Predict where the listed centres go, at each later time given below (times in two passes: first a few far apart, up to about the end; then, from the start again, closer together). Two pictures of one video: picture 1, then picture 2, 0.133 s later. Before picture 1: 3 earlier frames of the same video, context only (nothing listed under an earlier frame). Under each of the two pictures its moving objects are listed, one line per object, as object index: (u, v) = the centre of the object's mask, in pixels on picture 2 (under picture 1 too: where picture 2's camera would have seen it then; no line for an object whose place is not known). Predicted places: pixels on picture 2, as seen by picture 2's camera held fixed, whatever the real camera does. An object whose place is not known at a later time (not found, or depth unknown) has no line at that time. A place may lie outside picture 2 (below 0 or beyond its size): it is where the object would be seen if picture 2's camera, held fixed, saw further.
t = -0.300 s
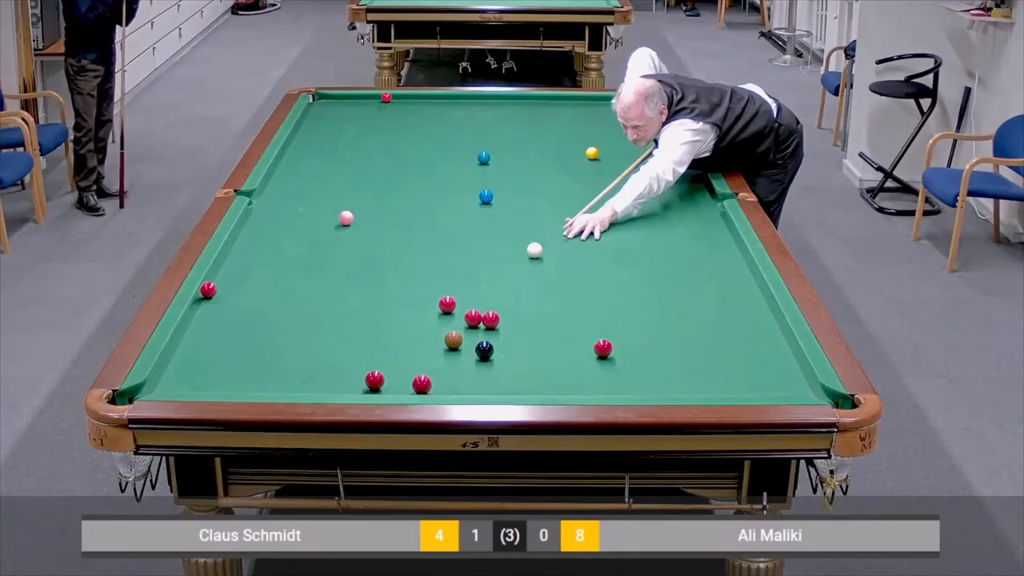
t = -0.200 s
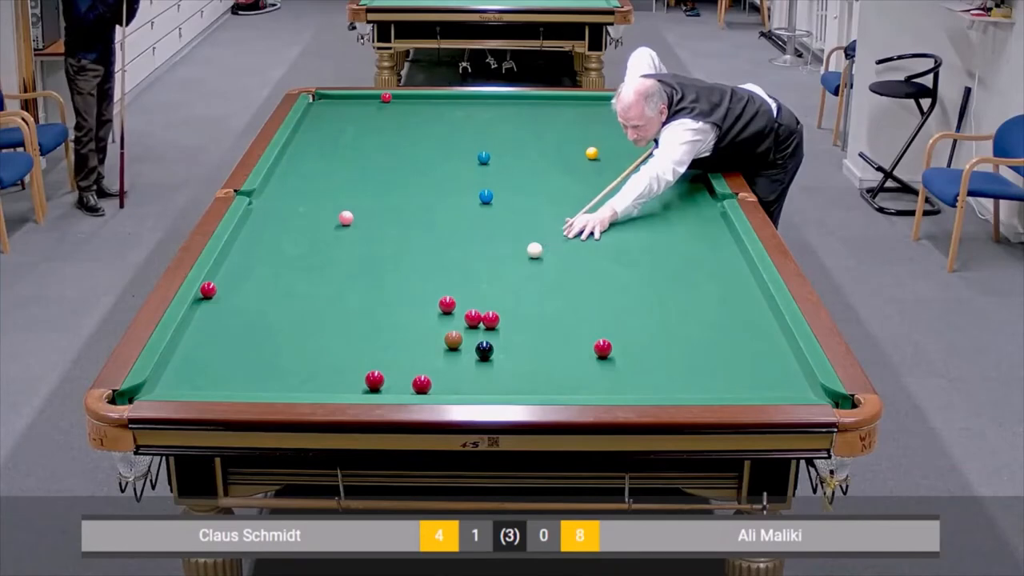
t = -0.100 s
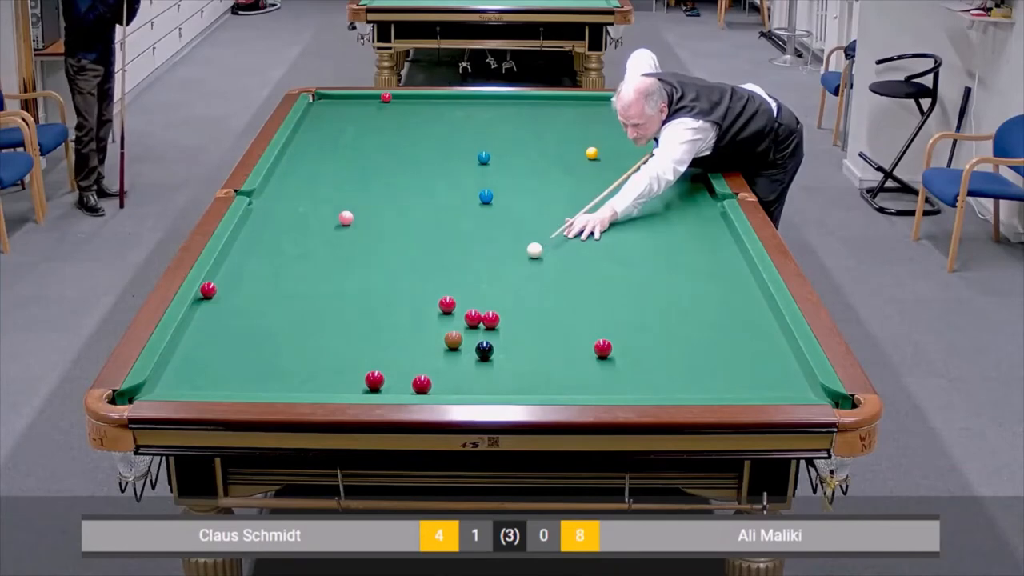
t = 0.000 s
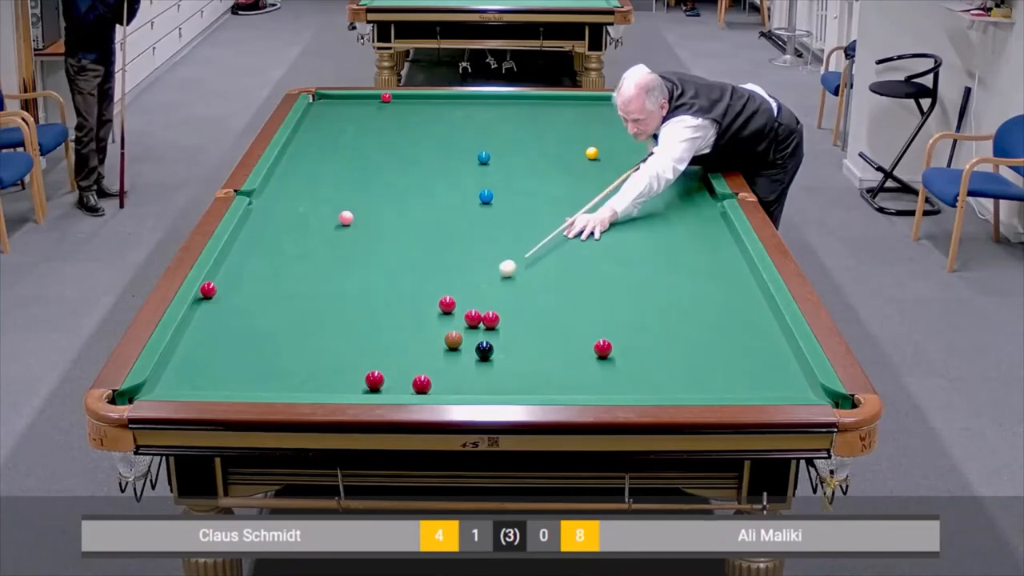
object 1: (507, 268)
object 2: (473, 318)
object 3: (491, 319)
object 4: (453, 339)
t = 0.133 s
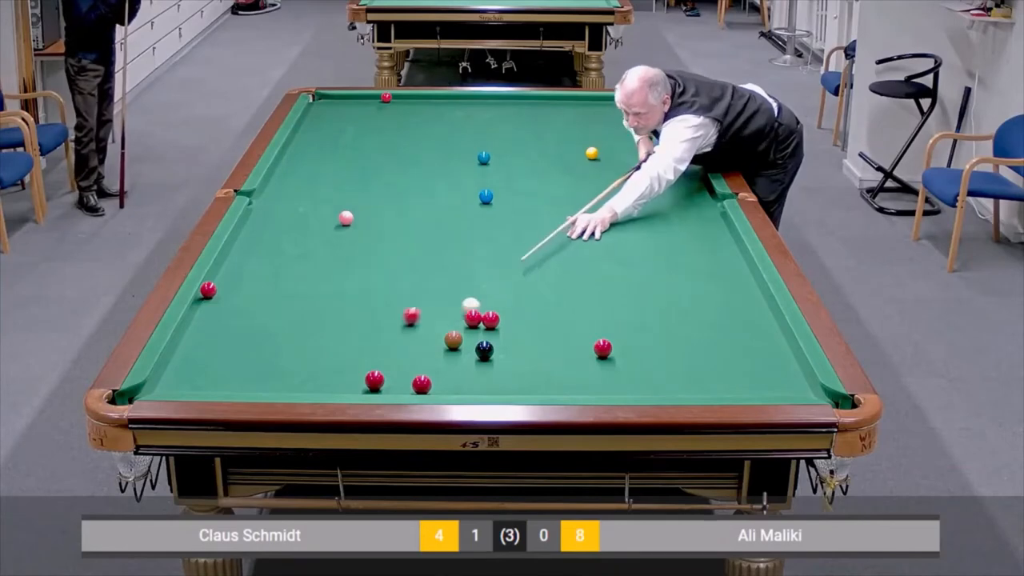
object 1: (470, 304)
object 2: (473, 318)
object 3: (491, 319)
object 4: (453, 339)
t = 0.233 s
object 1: (494, 309)
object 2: (468, 322)
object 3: (492, 321)
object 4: (453, 339)
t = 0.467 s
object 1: (539, 315)
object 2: (457, 331)
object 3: (497, 331)
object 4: (451, 342)
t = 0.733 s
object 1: (586, 318)
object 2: (448, 336)
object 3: (503, 342)
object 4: (445, 353)
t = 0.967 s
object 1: (626, 321)
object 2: (442, 338)
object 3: (507, 351)
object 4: (439, 361)
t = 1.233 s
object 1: (670, 324)
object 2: (438, 341)
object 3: (512, 361)
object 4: (432, 368)
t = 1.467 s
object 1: (706, 327)
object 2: (436, 342)
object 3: (515, 368)
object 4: (425, 369)
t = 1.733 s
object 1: (746, 329)
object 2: (435, 343)
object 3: (527, 376)
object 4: (419, 368)
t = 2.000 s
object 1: (783, 332)
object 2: (435, 343)
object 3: (553, 384)
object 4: (414, 368)
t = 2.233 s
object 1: (765, 332)
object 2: (435, 343)
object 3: (573, 389)
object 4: (413, 368)
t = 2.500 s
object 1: (747, 333)
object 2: (435, 343)
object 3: (593, 390)
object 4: (413, 368)
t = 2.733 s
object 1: (734, 333)
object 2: (435, 343)
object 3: (605, 389)
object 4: (413, 368)
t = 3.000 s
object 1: (721, 333)
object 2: (435, 343)
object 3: (617, 387)
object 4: (413, 368)
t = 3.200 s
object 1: (713, 334)
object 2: (435, 343)
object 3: (624, 386)
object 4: (413, 368)
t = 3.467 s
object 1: (704, 334)
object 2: (435, 343)
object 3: (631, 385)
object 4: (413, 368)
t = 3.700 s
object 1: (698, 335)
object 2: (435, 343)
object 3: (636, 385)
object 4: (413, 368)
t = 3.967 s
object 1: (693, 335)
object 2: (435, 343)
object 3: (638, 384)
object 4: (413, 368)
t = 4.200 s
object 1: (691, 335)
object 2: (435, 343)
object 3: (639, 384)
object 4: (413, 368)
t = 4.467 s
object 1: (690, 335)
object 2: (435, 343)
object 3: (639, 384)
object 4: (413, 368)
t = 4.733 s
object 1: (690, 335)
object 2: (435, 343)
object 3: (639, 384)
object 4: (413, 368)
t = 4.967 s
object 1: (690, 335)
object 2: (435, 343)
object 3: (639, 384)
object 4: (413, 368)
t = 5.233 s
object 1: (690, 335)
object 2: (435, 343)
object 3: (639, 384)
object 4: (413, 368)
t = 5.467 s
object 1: (691, 335)
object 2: (435, 343)
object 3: (639, 384)
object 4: (413, 368)
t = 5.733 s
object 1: (691, 335)
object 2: (435, 343)
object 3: (639, 384)
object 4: (413, 367)
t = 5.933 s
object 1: (691, 335)
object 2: (435, 343)
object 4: (413, 367)
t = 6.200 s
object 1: (691, 335)
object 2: (436, 343)
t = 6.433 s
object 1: (691, 335)
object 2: (435, 343)
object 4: (413, 367)
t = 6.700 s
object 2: (435, 343)
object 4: (413, 367)
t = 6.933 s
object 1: (691, 335)
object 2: (435, 343)
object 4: (413, 367)
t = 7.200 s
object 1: (691, 335)
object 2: (435, 343)
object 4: (413, 367)
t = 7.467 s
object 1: (691, 335)
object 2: (435, 343)
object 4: (413, 368)
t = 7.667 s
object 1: (691, 335)
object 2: (435, 342)
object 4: (413, 368)
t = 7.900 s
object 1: (691, 335)
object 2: (435, 342)
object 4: (413, 368)
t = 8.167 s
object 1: (691, 335)
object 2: (435, 342)
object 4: (413, 368)
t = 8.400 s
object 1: (691, 335)
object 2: (435, 342)
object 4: (413, 368)
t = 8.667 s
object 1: (690, 335)
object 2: (435, 342)
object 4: (413, 368)
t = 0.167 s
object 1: (478, 307)
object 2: (473, 318)
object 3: (491, 319)
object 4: (453, 339)
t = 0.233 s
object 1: (494, 309)
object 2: (468, 322)
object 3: (492, 321)
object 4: (453, 339)
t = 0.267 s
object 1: (501, 311)
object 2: (466, 325)
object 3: (492, 323)
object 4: (453, 340)
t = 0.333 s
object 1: (514, 313)
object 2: (462, 328)
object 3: (494, 326)
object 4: (453, 339)
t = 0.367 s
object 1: (520, 313)
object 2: (461, 329)
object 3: (495, 327)
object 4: (453, 339)
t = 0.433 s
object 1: (532, 314)
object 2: (458, 330)
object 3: (496, 330)
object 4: (452, 341)
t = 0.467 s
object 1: (539, 315)
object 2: (457, 331)
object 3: (497, 331)
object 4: (451, 342)
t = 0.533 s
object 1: (551, 315)
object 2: (454, 332)
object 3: (498, 334)
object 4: (450, 345)
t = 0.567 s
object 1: (556, 316)
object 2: (453, 332)
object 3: (499, 336)
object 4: (449, 346)
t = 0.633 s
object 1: (568, 316)
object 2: (451, 334)
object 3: (501, 338)
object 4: (447, 349)
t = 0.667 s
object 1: (574, 317)
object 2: (450, 334)
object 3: (501, 339)
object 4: (446, 350)
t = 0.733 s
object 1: (586, 318)
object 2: (448, 336)
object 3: (503, 342)
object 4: (445, 353)
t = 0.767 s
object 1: (592, 318)
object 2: (447, 336)
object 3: (503, 343)
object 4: (444, 354)
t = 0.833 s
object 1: (603, 319)
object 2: (446, 337)
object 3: (505, 346)
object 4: (442, 356)
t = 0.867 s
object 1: (609, 319)
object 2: (445, 338)
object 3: (505, 347)
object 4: (442, 358)
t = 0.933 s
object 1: (620, 320)
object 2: (443, 338)
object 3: (507, 350)
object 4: (440, 360)
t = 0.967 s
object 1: (626, 321)
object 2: (442, 338)
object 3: (507, 351)
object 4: (439, 361)
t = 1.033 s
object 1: (637, 321)
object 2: (441, 339)
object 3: (508, 354)
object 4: (438, 364)
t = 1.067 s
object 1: (643, 322)
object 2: (441, 340)
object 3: (509, 355)
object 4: (437, 365)
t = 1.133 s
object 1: (654, 323)
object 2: (439, 340)
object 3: (510, 357)
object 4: (436, 367)
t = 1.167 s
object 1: (659, 323)
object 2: (439, 340)
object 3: (511, 358)
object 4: (436, 367)
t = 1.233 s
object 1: (670, 324)
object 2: (438, 341)
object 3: (512, 361)
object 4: (432, 368)
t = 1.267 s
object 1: (675, 324)
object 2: (438, 341)
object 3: (512, 362)
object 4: (431, 369)
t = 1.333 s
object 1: (686, 325)
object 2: (437, 341)
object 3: (513, 364)
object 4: (430, 370)
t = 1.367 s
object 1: (691, 325)
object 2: (437, 342)
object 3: (514, 365)
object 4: (429, 370)
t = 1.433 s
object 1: (701, 326)
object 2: (436, 342)
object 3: (515, 368)
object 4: (427, 369)
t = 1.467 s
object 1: (706, 327)
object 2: (436, 342)
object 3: (515, 368)
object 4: (425, 369)
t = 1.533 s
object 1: (716, 327)
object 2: (436, 342)
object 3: (516, 371)
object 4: (423, 369)
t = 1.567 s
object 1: (721, 328)
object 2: (435, 342)
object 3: (517, 372)
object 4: (423, 369)
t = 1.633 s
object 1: (731, 328)
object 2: (435, 343)
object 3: (518, 373)
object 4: (421, 369)
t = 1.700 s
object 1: (741, 329)
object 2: (435, 343)
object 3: (524, 376)
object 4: (419, 368)
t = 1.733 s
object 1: (746, 329)
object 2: (435, 343)
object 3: (527, 376)
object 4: (419, 368)
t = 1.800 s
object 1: (756, 330)
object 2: (435, 343)
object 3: (534, 379)
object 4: (417, 368)
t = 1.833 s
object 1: (760, 330)
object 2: (435, 343)
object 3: (537, 380)
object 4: (416, 368)
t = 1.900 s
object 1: (770, 331)
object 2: (435, 343)
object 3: (543, 382)
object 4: (415, 368)
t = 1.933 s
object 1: (774, 332)
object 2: (435, 343)
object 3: (547, 382)
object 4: (415, 368)
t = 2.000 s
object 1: (783, 332)
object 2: (435, 343)
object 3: (553, 384)
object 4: (414, 368)
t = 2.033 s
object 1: (780, 332)
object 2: (435, 343)
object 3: (556, 385)
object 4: (414, 368)
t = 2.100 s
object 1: (774, 332)
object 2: (435, 343)
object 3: (562, 386)
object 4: (413, 368)
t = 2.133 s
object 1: (772, 332)
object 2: (435, 343)
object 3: (565, 387)
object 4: (413, 368)
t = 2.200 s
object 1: (767, 332)
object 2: (435, 343)
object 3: (570, 388)
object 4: (413, 368)
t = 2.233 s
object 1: (765, 332)
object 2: (435, 343)
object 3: (573, 389)
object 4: (413, 368)
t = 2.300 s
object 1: (760, 332)
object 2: (435, 343)
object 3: (579, 390)
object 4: (413, 368)
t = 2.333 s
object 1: (758, 332)
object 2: (435, 343)
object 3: (582, 390)
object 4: (413, 368)
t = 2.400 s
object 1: (754, 333)
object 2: (435, 343)
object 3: (587, 391)
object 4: (413, 368)
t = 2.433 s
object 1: (752, 333)
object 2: (435, 343)
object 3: (589, 390)
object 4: (413, 368)
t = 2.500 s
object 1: (747, 333)
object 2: (435, 343)
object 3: (593, 390)
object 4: (413, 368)
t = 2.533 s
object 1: (746, 333)
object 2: (435, 343)
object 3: (594, 390)
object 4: (413, 368)
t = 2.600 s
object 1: (742, 333)
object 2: (435, 343)
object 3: (598, 390)
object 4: (413, 368)
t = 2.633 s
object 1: (740, 333)
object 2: (435, 343)
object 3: (600, 389)
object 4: (413, 368)
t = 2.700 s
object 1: (736, 333)
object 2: (435, 343)
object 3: (603, 389)
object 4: (413, 368)
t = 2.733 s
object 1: (734, 333)
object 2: (435, 343)
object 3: (605, 389)
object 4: (413, 368)
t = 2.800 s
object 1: (731, 333)
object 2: (435, 343)
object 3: (608, 388)
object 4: (413, 368)
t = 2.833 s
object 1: (729, 333)
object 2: (435, 343)
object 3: (610, 388)
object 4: (413, 368)
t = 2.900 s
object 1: (726, 333)
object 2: (435, 343)
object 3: (613, 388)
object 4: (413, 368)
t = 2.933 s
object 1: (724, 333)
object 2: (435, 343)
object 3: (615, 388)
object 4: (413, 368)
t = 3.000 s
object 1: (721, 333)
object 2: (435, 343)
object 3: (617, 387)
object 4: (413, 368)
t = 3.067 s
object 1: (718, 334)
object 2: (435, 343)
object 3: (620, 387)
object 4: (413, 368)
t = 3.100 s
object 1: (717, 334)
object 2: (435, 343)
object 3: (621, 387)
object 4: (413, 368)
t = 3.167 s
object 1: (714, 334)
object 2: (435, 343)
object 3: (623, 387)
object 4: (413, 368)
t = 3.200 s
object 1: (713, 334)
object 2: (435, 343)
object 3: (624, 386)
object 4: (413, 368)
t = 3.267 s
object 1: (710, 334)
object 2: (435, 343)
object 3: (626, 386)
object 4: (413, 368)
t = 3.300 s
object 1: (709, 334)
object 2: (435, 343)
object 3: (627, 386)
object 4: (413, 368)
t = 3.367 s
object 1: (707, 334)
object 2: (435, 343)
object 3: (629, 386)
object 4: (413, 368)
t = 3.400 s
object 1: (706, 334)
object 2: (435, 343)
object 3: (630, 385)
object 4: (413, 368)
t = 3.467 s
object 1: (704, 334)
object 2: (435, 343)
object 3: (631, 385)
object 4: (413, 368)
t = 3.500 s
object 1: (703, 334)
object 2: (435, 343)
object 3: (632, 385)
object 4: (413, 368)
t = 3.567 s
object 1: (701, 334)
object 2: (435, 343)
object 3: (633, 385)
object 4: (413, 368)
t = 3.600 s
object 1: (700, 334)
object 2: (435, 343)
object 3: (634, 385)
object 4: (413, 368)
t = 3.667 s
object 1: (698, 335)
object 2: (435, 343)
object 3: (635, 385)
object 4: (413, 368)
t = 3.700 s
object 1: (698, 335)
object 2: (435, 343)
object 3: (636, 385)
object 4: (413, 368)
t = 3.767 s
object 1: (696, 335)
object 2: (435, 343)
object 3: (636, 384)
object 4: (413, 368)
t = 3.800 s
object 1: (695, 335)
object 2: (435, 343)
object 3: (637, 384)
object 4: (413, 368)
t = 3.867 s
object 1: (694, 335)
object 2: (435, 343)
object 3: (638, 384)
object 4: (413, 368)
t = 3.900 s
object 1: (694, 335)
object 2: (435, 343)
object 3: (638, 384)
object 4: (413, 368)
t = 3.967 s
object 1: (693, 335)
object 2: (435, 343)
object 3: (638, 384)
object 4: (413, 368)
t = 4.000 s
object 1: (692, 335)
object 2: (435, 343)
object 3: (639, 384)
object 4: (413, 368)
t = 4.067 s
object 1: (692, 335)
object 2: (435, 343)
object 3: (639, 384)
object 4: (413, 368)
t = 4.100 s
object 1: (692, 335)
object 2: (435, 343)
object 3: (639, 384)
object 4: (413, 368)
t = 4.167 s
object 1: (691, 335)
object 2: (435, 343)
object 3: (639, 384)
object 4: (413, 368)
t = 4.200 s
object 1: (691, 335)
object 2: (435, 343)
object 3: (639, 384)
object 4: (413, 368)
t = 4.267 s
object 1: (690, 335)
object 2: (435, 343)
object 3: (639, 384)
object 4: (413, 368)
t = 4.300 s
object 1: (690, 335)
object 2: (435, 343)
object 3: (639, 384)
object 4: (413, 368)
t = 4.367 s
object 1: (690, 335)
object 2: (435, 343)
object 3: (639, 384)
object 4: (413, 368)
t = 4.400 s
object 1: (690, 335)
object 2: (435, 343)
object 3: (639, 384)
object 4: (413, 368)
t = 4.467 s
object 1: (690, 335)
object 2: (435, 343)
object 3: (639, 384)
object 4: (413, 368)
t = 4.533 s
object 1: (691, 335)
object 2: (435, 343)
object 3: (639, 384)
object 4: (413, 368)
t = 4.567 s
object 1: (691, 335)
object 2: (435, 343)
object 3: (639, 384)
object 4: (413, 368)
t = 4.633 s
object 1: (690, 335)
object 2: (435, 343)
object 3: (639, 384)
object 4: (413, 368)
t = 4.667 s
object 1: (690, 335)
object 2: (435, 343)
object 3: (639, 384)
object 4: (413, 368)
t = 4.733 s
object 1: (690, 335)
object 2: (435, 343)
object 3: (639, 384)
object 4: (413, 368)
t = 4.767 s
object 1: (690, 335)
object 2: (435, 343)
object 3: (639, 384)
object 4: (413, 368)
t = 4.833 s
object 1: (690, 335)
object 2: (435, 343)
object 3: (639, 384)
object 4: (413, 368)
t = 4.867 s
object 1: (690, 335)
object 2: (435, 343)
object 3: (639, 384)
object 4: (413, 368)
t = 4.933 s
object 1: (690, 335)
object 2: (435, 343)
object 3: (639, 384)
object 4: (413, 368)
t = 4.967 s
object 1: (690, 335)
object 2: (435, 343)
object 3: (639, 384)
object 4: (413, 368)
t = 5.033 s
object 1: (690, 335)
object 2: (435, 343)
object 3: (639, 384)
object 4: (413, 368)
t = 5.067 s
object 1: (690, 335)
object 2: (435, 343)
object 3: (639, 384)
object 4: (413, 368)
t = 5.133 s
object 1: (690, 335)
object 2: (435, 343)
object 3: (639, 384)
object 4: (413, 368)
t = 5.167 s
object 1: (690, 335)
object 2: (435, 343)
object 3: (639, 384)
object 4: (413, 368)
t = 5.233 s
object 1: (690, 335)
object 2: (435, 343)
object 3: (639, 384)
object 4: (413, 368)
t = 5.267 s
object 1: (690, 335)
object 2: (435, 343)
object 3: (639, 384)
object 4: (413, 368)
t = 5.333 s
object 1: (691, 335)
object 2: (435, 343)
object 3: (639, 384)
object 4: (413, 368)
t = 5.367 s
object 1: (690, 335)
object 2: (435, 343)
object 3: (639, 384)
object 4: (413, 368)
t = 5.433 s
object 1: (690, 335)
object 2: (435, 343)
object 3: (639, 384)
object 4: (413, 368)
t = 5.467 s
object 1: (691, 335)
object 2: (435, 343)
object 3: (639, 384)
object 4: (413, 368)
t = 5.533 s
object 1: (690, 335)
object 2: (435, 343)
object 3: (639, 384)
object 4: (413, 368)
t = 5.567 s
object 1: (691, 335)
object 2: (435, 343)
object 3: (639, 384)
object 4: (413, 368)
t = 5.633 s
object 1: (691, 335)
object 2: (435, 343)
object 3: (639, 384)
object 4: (413, 367)
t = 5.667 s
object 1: (691, 335)
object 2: (435, 343)
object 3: (639, 384)
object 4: (413, 367)
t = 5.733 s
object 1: (691, 335)
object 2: (435, 343)
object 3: (639, 384)
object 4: (413, 367)
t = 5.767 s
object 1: (691, 335)
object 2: (435, 343)
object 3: (639, 384)
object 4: (413, 367)
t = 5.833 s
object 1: (691, 335)
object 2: (435, 343)
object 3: (639, 384)
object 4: (413, 367)
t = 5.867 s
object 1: (691, 335)
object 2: (435, 343)
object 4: (413, 368)
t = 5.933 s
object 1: (691, 335)
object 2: (435, 343)
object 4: (413, 367)
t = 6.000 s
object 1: (691, 335)
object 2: (435, 343)
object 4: (413, 367)
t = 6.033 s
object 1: (691, 335)
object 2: (435, 343)
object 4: (413, 368)
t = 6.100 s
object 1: (691, 335)
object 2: (435, 343)
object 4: (413, 368)
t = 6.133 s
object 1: (691, 335)
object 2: (435, 343)
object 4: (413, 368)
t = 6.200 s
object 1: (691, 335)
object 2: (436, 343)
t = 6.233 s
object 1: (691, 335)
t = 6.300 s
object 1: (691, 335)
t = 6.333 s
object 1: (691, 335)
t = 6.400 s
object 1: (691, 335)
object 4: (411, 368)
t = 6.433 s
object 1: (691, 335)
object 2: (435, 343)
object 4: (413, 367)
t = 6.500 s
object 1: (691, 335)
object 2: (435, 343)
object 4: (413, 367)
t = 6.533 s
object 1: (691, 335)
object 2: (435, 343)
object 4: (413, 367)
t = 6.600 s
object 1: (691, 335)
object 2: (435, 343)
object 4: (413, 368)
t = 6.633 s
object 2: (435, 343)
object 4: (413, 367)
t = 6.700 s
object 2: (435, 343)
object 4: (413, 367)
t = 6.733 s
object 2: (435, 343)
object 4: (413, 367)
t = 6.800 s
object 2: (435, 343)
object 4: (413, 368)
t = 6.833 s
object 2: (435, 343)
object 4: (413, 367)
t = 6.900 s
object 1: (690, 334)
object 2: (435, 343)
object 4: (413, 367)
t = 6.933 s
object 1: (691, 335)
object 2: (435, 343)
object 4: (413, 367)
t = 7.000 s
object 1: (691, 335)
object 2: (435, 343)
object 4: (414, 367)
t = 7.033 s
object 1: (691, 335)
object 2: (435, 343)
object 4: (414, 367)
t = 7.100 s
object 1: (691, 335)
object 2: (435, 343)
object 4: (413, 367)
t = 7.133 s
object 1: (691, 335)
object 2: (435, 343)
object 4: (414, 367)
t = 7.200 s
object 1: (691, 335)
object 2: (435, 343)
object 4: (413, 367)
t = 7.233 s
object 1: (691, 335)
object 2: (435, 343)
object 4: (413, 367)
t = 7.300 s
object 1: (691, 335)
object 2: (435, 343)
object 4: (413, 367)
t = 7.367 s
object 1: (691, 335)
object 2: (435, 343)
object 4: (413, 367)
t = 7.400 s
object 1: (691, 335)
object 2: (435, 343)
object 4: (413, 367)
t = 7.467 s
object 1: (691, 335)
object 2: (435, 343)
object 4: (413, 368)
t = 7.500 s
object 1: (691, 335)
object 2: (435, 343)
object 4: (413, 368)
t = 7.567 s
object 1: (691, 335)
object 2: (435, 343)
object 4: (413, 368)
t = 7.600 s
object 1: (691, 335)
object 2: (435, 342)
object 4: (413, 368)
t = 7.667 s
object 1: (691, 335)
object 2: (435, 342)
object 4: (413, 368)
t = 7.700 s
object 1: (691, 335)
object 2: (435, 342)
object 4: (413, 368)
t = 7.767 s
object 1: (691, 335)
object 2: (435, 342)
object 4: (413, 368)
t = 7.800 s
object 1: (691, 335)
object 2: (435, 342)
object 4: (413, 368)
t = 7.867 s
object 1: (691, 335)
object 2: (435, 342)
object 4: (413, 367)
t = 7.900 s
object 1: (691, 335)
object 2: (435, 342)
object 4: (413, 368)
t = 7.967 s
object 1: (691, 335)
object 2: (435, 342)
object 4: (413, 368)
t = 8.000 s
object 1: (691, 335)
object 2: (435, 342)
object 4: (413, 368)
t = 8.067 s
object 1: (691, 335)
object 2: (435, 342)
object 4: (413, 368)
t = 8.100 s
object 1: (691, 335)
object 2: (435, 342)
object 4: (413, 368)
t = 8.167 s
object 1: (691, 335)
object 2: (435, 342)
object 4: (413, 368)
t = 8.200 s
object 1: (691, 335)
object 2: (435, 342)
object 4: (413, 367)
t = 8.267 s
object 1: (691, 335)
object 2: (435, 342)
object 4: (413, 368)
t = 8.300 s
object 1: (691, 335)
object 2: (435, 342)
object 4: (413, 367)
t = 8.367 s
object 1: (691, 335)
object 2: (435, 342)
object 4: (413, 368)
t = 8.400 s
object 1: (691, 335)
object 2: (435, 342)
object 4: (413, 368)
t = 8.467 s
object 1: (691, 335)
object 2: (435, 342)
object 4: (413, 368)
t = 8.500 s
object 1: (691, 335)
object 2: (435, 342)
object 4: (413, 368)
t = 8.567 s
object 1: (691, 335)
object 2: (435, 342)
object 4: (413, 368)
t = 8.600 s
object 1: (691, 335)
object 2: (435, 342)
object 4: (413, 368)
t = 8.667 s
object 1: (690, 335)
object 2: (435, 342)
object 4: (413, 368)
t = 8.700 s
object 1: (691, 335)
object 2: (435, 342)
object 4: (413, 368)
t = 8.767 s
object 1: (691, 335)
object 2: (435, 342)
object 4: (413, 368)
